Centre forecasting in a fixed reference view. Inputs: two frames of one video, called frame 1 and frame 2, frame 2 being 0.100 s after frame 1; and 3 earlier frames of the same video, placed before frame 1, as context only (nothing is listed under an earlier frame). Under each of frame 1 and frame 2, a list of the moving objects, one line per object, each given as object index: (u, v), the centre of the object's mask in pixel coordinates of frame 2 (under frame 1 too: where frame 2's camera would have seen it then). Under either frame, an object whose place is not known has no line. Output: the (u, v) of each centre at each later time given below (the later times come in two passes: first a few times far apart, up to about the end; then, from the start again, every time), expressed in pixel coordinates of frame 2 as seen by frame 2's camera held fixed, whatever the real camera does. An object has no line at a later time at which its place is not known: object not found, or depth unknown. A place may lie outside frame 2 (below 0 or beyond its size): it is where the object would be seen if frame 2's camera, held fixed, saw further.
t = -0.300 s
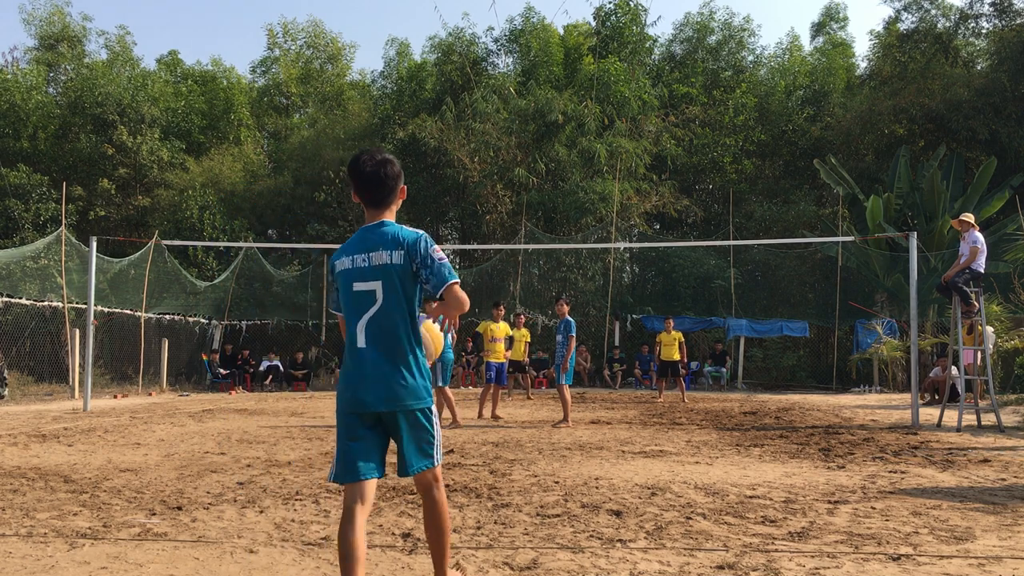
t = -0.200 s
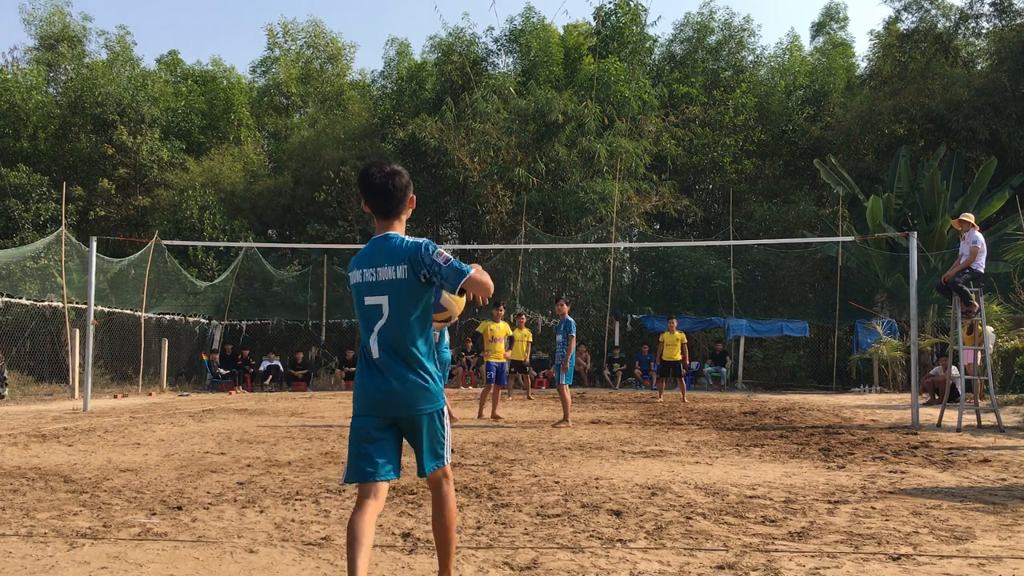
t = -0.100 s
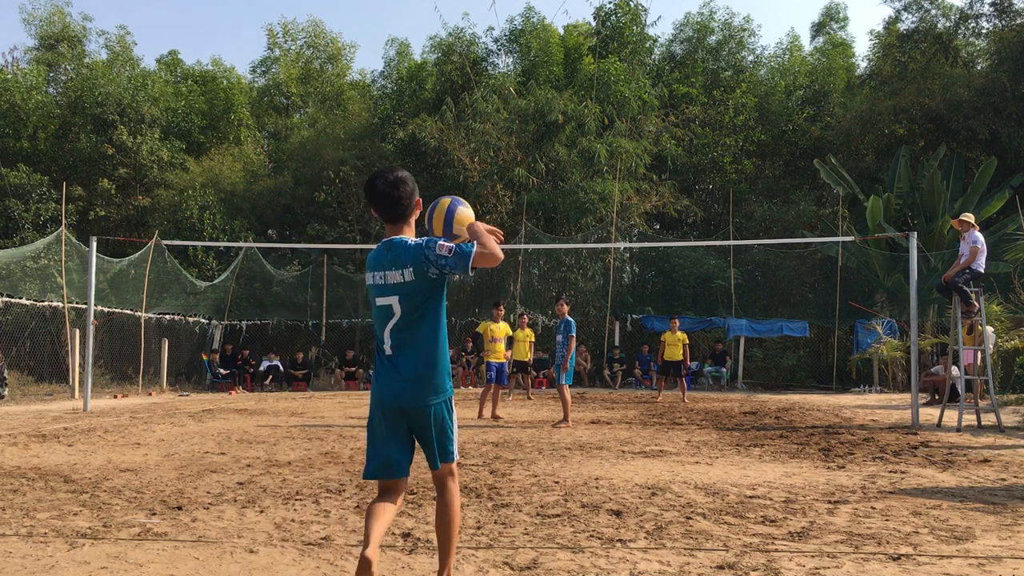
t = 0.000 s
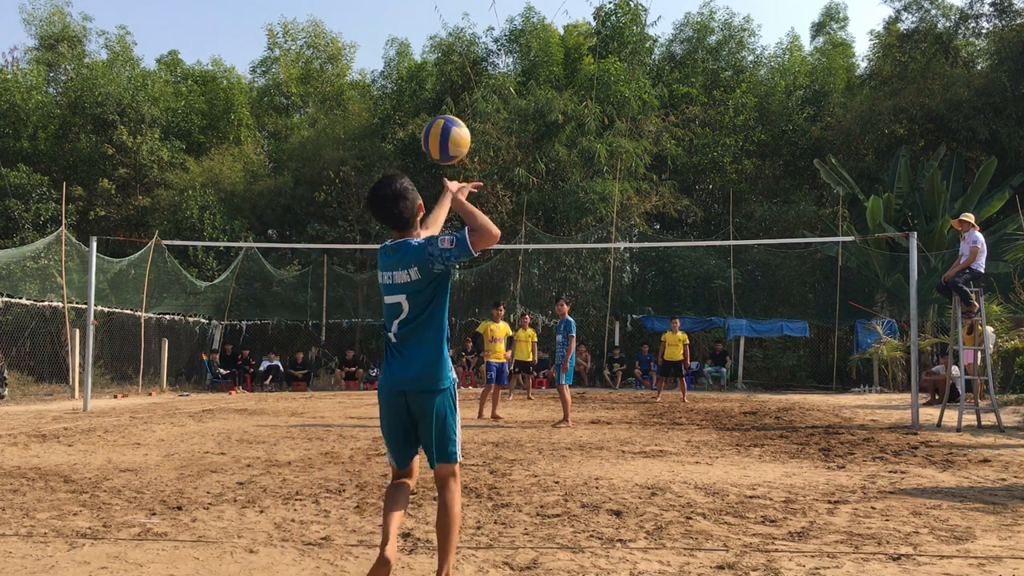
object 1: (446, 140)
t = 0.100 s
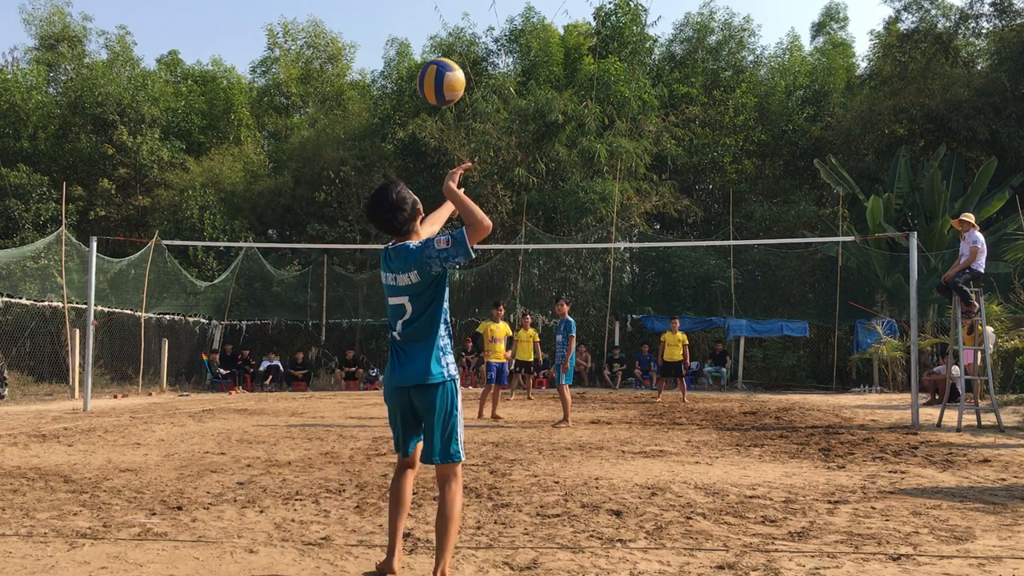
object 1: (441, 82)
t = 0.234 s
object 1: (434, 41)
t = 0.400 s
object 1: (425, 46)
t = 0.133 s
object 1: (440, 68)
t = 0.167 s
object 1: (438, 57)
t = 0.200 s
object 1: (436, 48)
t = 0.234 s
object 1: (434, 41)
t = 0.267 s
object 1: (432, 38)
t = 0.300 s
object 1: (430, 36)
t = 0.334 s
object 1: (428, 37)
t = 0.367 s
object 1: (427, 40)
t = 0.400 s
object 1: (425, 46)
